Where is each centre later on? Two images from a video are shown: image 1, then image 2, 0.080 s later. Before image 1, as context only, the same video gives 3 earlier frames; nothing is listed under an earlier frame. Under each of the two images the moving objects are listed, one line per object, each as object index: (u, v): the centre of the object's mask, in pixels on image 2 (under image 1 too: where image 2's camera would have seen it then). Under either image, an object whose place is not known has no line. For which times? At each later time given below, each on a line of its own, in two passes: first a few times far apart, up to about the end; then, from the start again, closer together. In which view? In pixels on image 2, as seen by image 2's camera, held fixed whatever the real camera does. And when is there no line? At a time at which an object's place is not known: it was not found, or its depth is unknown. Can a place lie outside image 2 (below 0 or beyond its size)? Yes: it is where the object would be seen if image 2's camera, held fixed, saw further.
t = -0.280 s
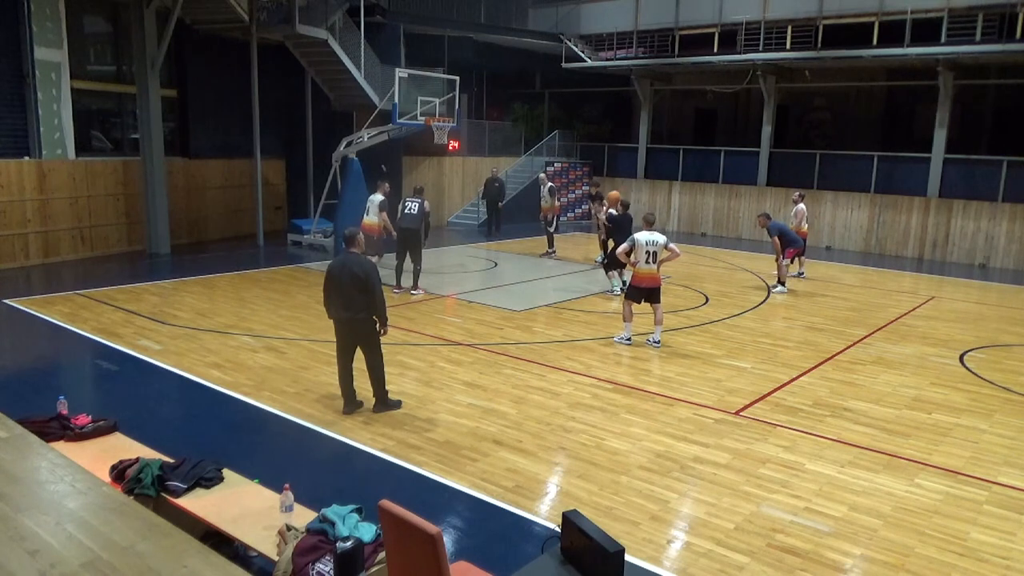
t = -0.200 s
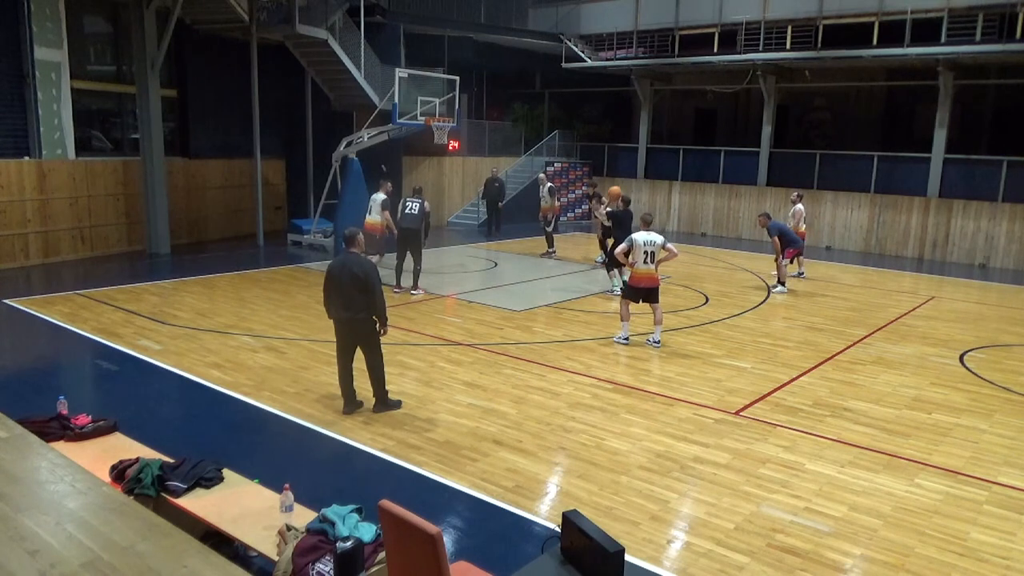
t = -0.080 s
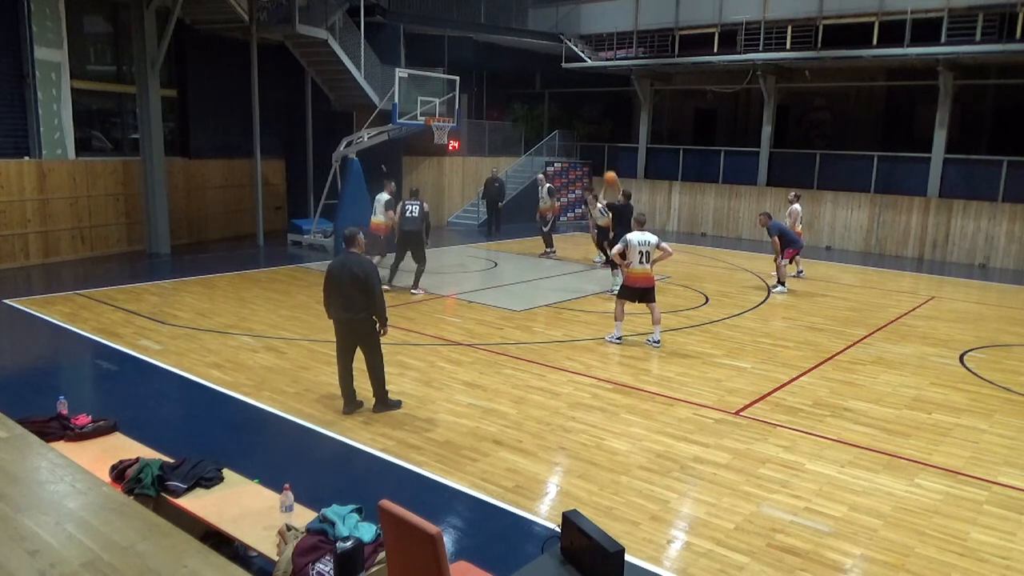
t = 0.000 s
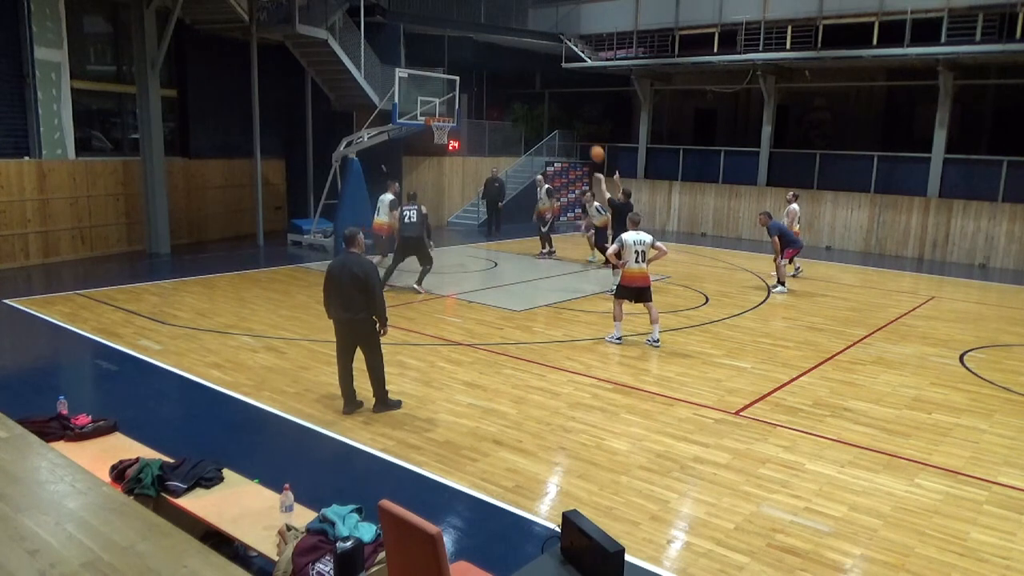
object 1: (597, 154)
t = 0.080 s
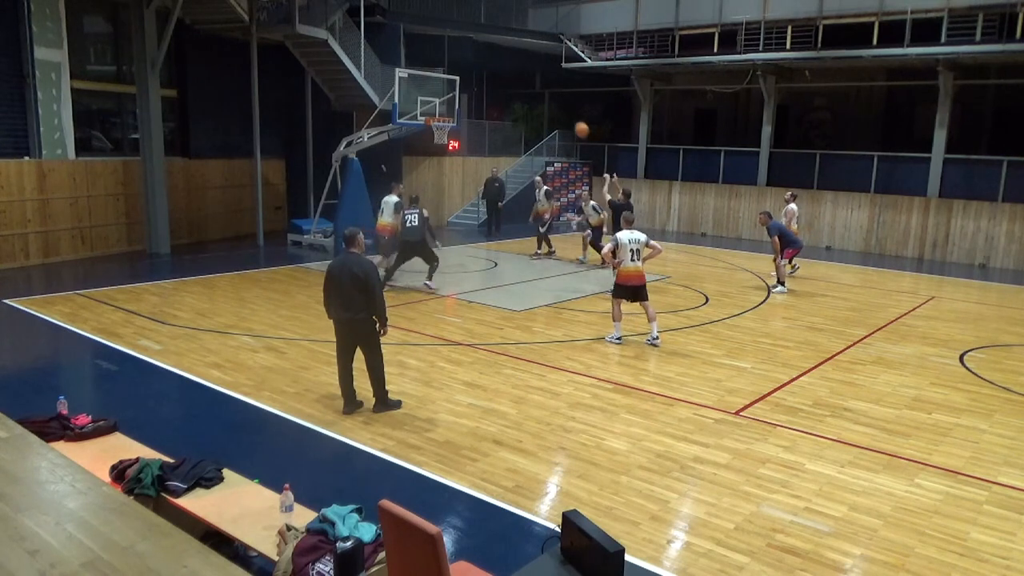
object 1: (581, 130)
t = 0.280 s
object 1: (543, 87)
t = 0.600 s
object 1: (486, 68)
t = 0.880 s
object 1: (441, 92)
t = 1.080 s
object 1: (442, 124)
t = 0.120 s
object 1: (574, 119)
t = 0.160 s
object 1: (566, 110)
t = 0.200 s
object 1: (558, 102)
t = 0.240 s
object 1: (551, 94)
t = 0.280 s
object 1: (543, 87)
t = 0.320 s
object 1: (536, 82)
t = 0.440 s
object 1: (514, 71)
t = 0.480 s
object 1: (507, 69)
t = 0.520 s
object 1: (500, 67)
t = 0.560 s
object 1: (493, 67)
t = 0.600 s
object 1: (486, 68)
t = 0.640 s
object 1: (480, 69)
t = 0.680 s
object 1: (473, 71)
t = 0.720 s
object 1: (467, 74)
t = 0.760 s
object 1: (460, 77)
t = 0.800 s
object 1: (454, 82)
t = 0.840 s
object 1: (448, 87)
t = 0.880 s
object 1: (441, 92)
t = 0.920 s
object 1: (435, 97)
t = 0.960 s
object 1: (429, 106)
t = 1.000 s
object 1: (434, 110)
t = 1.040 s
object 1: (438, 116)
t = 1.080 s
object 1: (442, 124)
